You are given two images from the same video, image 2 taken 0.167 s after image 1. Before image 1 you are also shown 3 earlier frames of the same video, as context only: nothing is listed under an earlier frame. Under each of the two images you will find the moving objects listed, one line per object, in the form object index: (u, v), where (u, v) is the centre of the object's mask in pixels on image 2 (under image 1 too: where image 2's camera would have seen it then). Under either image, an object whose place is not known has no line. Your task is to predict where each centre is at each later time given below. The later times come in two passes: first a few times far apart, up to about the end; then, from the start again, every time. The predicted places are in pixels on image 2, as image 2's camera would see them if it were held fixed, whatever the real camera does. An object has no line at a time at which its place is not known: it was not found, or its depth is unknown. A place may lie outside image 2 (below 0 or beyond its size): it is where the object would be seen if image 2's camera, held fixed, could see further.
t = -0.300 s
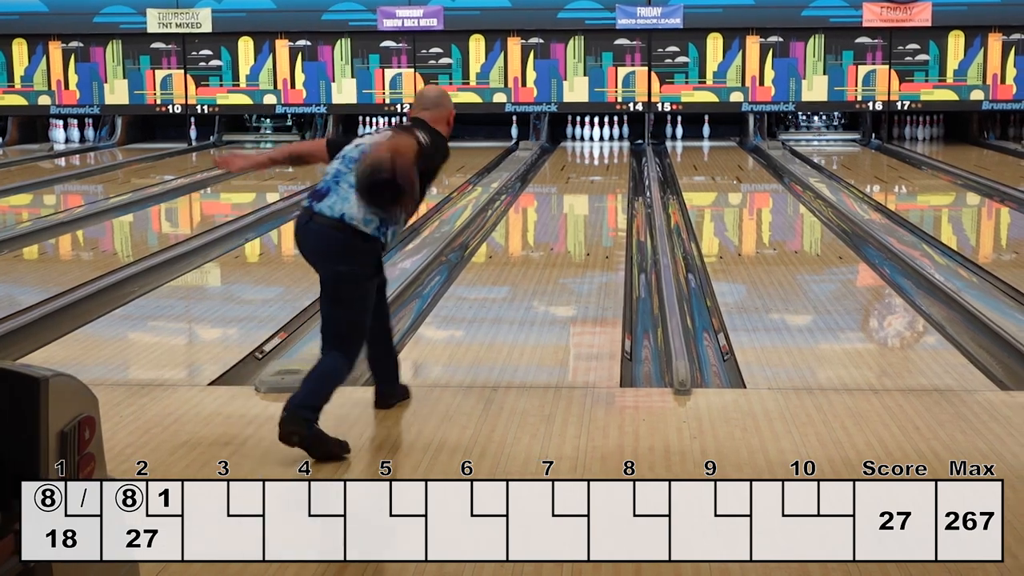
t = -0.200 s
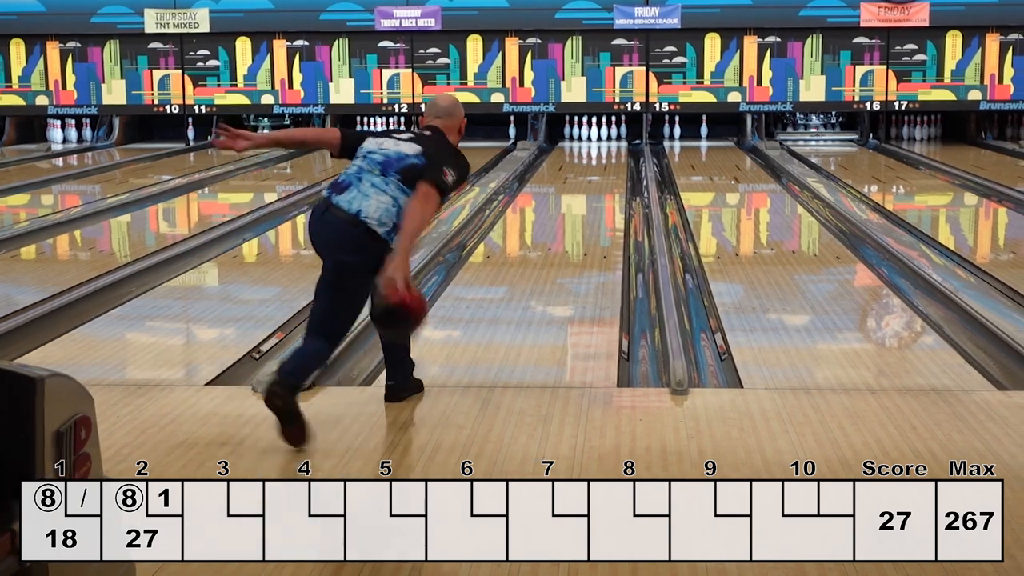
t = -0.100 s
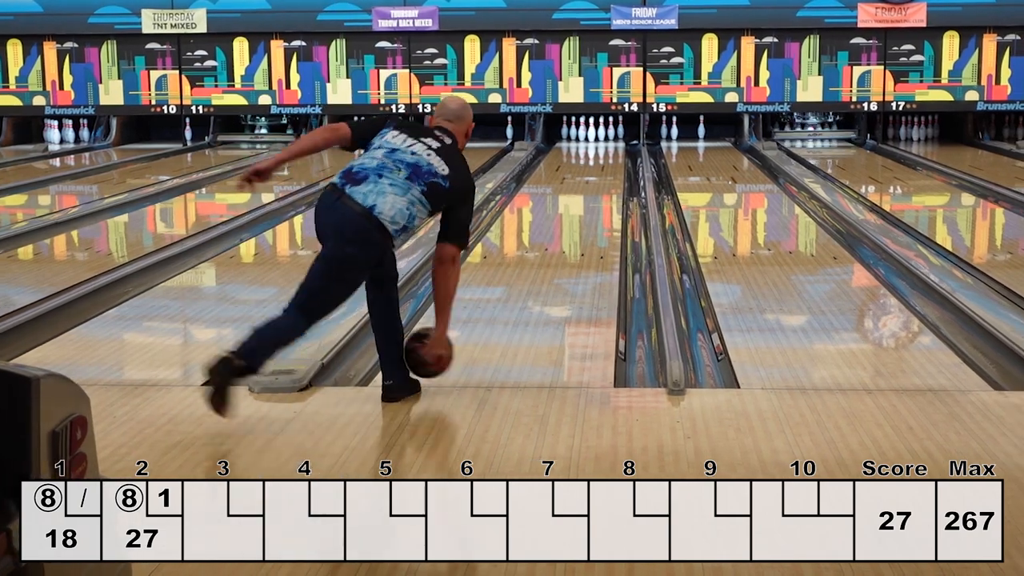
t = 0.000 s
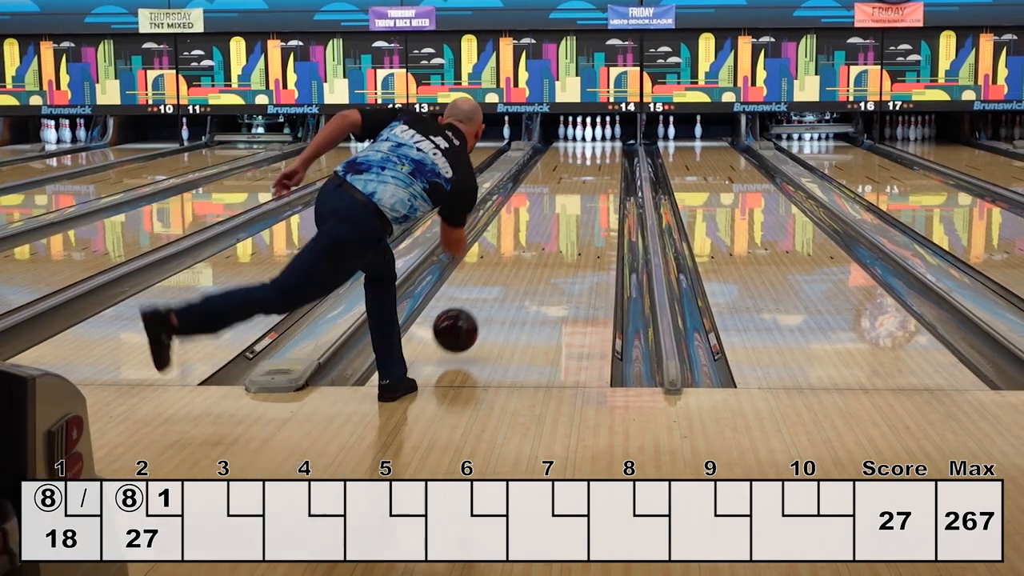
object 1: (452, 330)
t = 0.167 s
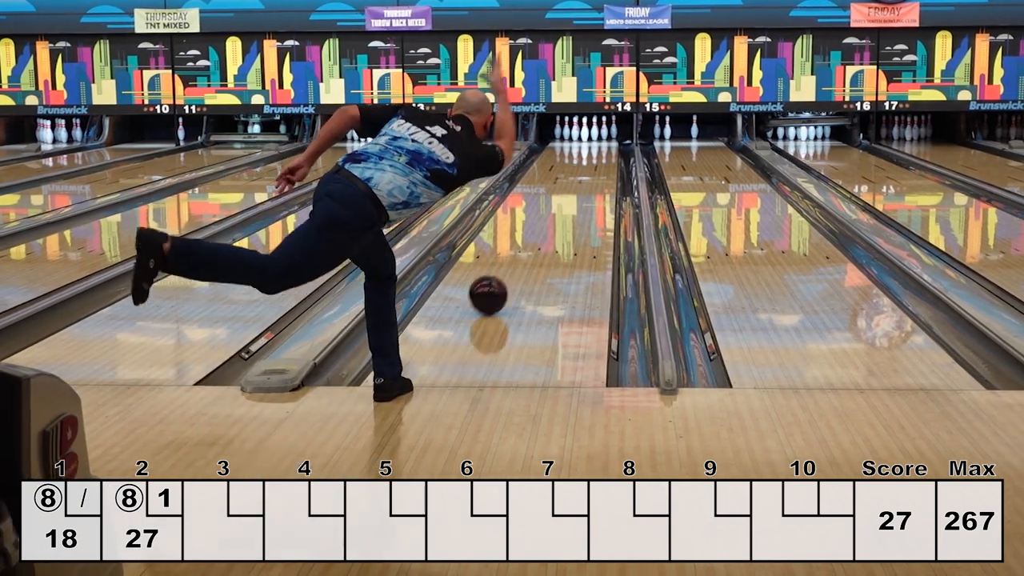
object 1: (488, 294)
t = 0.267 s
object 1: (505, 274)
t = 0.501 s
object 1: (535, 239)
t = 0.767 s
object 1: (559, 209)
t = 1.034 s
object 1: (576, 188)
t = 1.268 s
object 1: (587, 174)
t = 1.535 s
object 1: (595, 160)
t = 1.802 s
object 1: (599, 146)
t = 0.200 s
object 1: (494, 288)
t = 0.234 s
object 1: (500, 281)
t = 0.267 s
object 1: (505, 274)
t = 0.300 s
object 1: (510, 268)
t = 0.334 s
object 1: (515, 263)
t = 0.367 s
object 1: (520, 257)
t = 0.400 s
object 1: (524, 252)
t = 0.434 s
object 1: (527, 248)
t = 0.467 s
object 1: (536, 240)
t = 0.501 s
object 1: (535, 239)
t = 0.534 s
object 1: (539, 234)
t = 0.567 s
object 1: (542, 230)
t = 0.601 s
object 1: (545, 226)
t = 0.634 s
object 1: (549, 223)
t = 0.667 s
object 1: (552, 220)
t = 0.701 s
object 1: (554, 216)
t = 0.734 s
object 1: (557, 213)
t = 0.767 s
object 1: (559, 209)
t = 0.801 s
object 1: (562, 206)
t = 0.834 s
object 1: (564, 203)
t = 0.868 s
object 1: (566, 201)
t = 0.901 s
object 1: (568, 198)
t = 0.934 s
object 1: (570, 195)
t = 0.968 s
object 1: (572, 192)
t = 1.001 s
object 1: (574, 190)
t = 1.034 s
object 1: (576, 188)
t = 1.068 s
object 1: (578, 186)
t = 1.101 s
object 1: (579, 184)
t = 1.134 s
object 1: (581, 182)
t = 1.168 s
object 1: (582, 180)
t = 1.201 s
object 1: (584, 177)
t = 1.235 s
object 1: (585, 175)
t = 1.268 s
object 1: (587, 174)
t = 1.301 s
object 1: (588, 172)
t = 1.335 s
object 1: (590, 170)
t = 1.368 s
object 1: (591, 168)
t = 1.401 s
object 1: (592, 167)
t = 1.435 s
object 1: (592, 165)
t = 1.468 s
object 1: (594, 163)
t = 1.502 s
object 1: (594, 161)
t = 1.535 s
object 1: (595, 160)
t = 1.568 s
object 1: (596, 159)
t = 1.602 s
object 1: (597, 158)
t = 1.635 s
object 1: (598, 156)
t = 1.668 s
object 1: (598, 155)
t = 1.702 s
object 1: (598, 154)
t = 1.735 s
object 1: (598, 152)
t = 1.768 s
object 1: (598, 151)
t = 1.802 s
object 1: (599, 146)
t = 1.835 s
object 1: (601, 152)
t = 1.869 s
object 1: (599, 147)
